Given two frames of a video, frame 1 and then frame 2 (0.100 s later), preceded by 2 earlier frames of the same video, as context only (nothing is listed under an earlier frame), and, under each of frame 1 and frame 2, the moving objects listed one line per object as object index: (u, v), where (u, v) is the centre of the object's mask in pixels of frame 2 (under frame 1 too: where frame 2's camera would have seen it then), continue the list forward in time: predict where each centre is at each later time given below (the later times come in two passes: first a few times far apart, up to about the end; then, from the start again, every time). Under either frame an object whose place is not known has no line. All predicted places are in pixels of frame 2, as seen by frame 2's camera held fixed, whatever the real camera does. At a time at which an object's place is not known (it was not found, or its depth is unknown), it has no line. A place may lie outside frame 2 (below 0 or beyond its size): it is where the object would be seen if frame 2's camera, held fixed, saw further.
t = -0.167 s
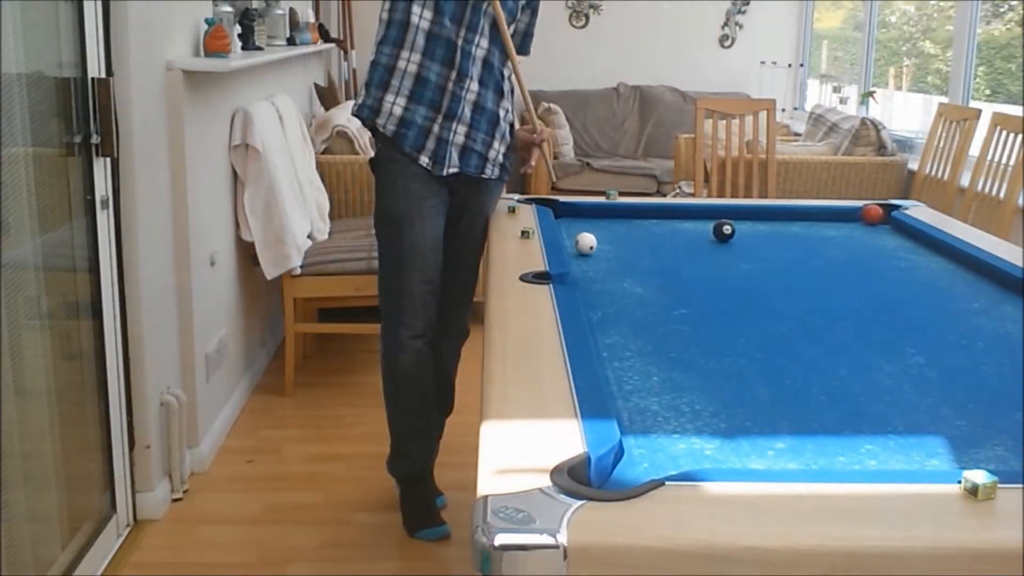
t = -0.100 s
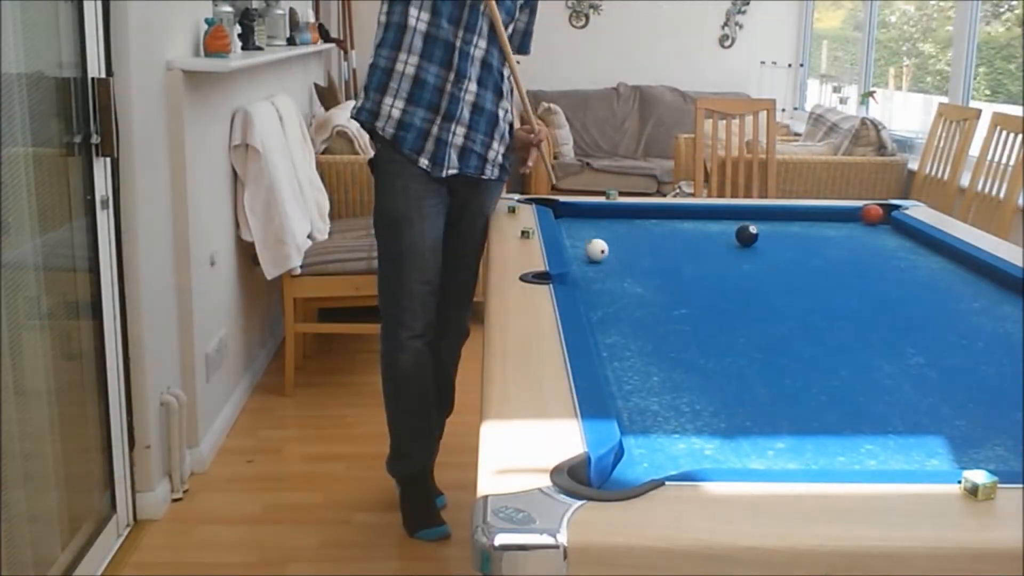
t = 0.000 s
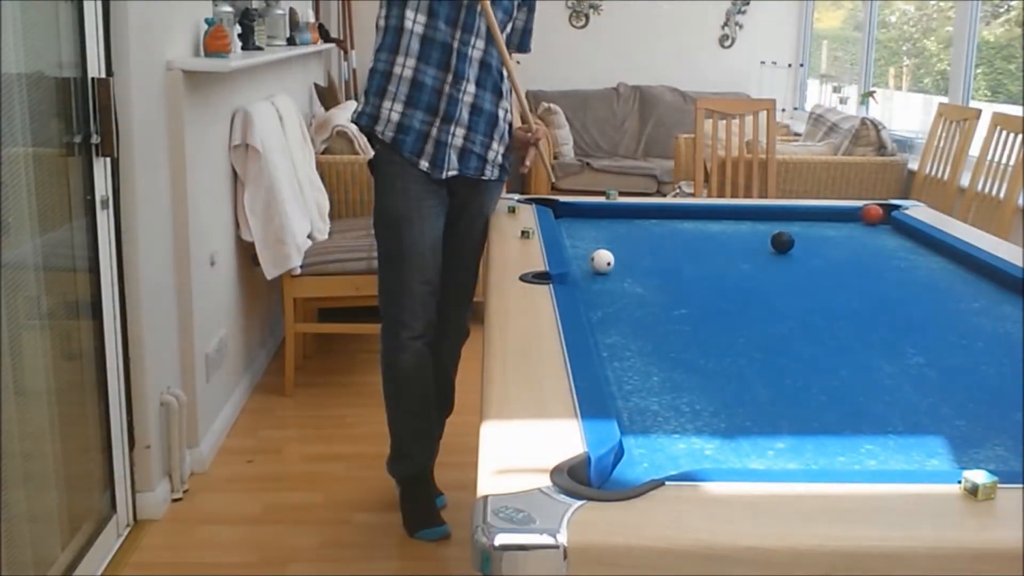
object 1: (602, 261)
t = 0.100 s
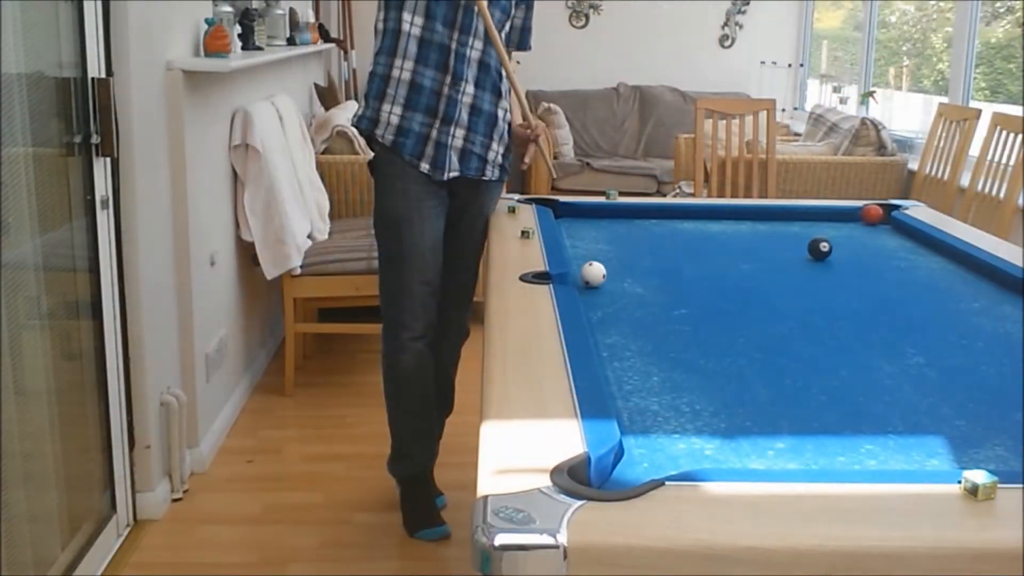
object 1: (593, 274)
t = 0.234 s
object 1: (578, 278)
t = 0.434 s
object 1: (625, 273)
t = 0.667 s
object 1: (664, 263)
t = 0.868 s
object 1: (694, 255)
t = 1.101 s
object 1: (725, 247)
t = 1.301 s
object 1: (748, 241)
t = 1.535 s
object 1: (773, 234)
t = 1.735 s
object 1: (792, 229)
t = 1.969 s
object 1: (812, 224)
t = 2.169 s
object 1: (828, 220)
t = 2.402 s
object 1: (845, 216)
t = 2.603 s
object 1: (852, 215)
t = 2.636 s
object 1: (853, 215)
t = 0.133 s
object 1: (587, 279)
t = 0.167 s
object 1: (579, 282)
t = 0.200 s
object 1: (571, 285)
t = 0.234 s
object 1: (578, 278)
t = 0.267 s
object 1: (588, 273)
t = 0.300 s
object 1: (597, 273)
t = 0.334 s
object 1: (607, 278)
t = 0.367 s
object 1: (613, 273)
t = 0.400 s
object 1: (619, 275)
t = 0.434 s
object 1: (625, 273)
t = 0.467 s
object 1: (631, 271)
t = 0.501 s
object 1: (637, 270)
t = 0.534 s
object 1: (642, 269)
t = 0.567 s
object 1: (648, 267)
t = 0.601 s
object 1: (654, 266)
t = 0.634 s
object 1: (659, 264)
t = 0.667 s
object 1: (664, 263)
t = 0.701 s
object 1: (669, 261)
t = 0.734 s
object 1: (674, 260)
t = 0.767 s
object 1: (680, 259)
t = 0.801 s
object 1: (685, 257)
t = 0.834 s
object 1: (689, 256)
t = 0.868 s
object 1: (694, 255)
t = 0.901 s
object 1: (698, 254)
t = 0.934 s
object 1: (703, 252)
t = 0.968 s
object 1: (708, 251)
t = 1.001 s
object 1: (712, 250)
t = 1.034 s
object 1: (716, 249)
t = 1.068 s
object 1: (720, 248)
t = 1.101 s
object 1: (725, 247)
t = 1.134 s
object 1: (729, 246)
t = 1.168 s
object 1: (732, 244)
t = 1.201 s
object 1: (737, 243)
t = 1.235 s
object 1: (741, 242)
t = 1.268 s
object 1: (744, 241)
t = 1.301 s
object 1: (748, 241)
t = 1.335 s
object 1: (752, 239)
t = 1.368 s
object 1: (756, 239)
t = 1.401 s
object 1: (759, 238)
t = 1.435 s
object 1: (762, 237)
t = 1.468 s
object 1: (766, 236)
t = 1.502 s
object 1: (770, 235)
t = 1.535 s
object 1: (773, 234)
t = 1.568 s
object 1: (776, 233)
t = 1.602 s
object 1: (779, 232)
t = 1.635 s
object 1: (783, 232)
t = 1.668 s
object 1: (786, 231)
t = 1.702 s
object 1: (789, 230)
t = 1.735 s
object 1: (792, 229)
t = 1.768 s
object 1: (795, 229)
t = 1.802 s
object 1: (798, 228)
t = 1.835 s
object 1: (801, 227)
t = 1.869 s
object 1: (804, 226)
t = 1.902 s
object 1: (807, 225)
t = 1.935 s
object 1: (810, 225)
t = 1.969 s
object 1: (812, 224)
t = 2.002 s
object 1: (815, 223)
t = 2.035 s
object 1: (818, 223)
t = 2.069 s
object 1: (821, 222)
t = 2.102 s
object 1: (823, 221)
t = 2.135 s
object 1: (826, 221)
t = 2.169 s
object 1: (828, 220)
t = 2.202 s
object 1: (830, 219)
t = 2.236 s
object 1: (833, 219)
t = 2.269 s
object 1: (835, 219)
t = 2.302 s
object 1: (838, 218)
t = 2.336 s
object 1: (840, 217)
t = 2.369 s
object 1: (842, 217)
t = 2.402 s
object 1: (845, 216)
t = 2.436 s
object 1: (847, 216)
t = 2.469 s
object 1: (849, 215)
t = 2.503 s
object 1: (851, 214)
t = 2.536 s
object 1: (852, 215)
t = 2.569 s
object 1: (852, 215)
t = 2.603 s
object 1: (852, 215)
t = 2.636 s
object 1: (853, 215)
